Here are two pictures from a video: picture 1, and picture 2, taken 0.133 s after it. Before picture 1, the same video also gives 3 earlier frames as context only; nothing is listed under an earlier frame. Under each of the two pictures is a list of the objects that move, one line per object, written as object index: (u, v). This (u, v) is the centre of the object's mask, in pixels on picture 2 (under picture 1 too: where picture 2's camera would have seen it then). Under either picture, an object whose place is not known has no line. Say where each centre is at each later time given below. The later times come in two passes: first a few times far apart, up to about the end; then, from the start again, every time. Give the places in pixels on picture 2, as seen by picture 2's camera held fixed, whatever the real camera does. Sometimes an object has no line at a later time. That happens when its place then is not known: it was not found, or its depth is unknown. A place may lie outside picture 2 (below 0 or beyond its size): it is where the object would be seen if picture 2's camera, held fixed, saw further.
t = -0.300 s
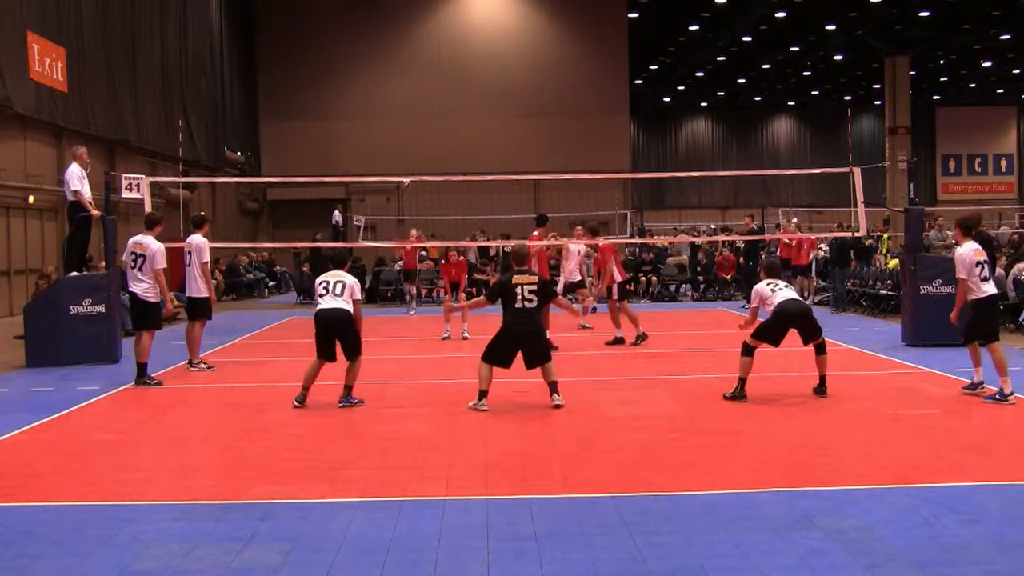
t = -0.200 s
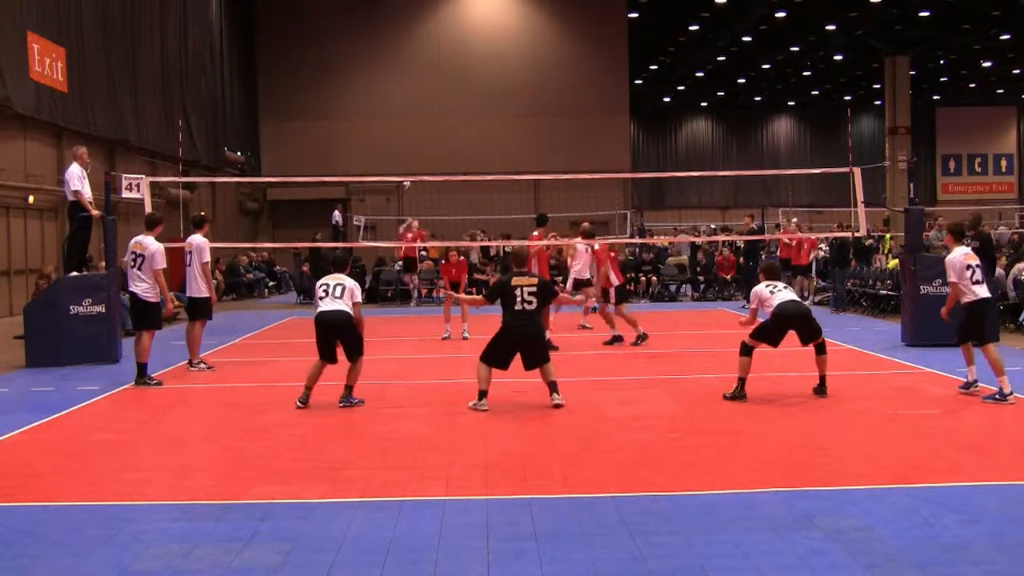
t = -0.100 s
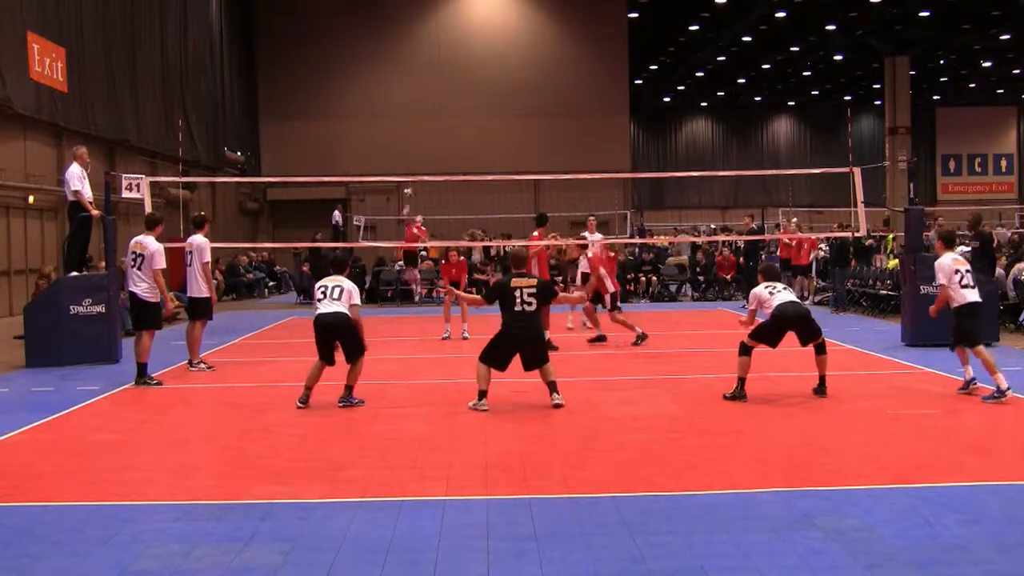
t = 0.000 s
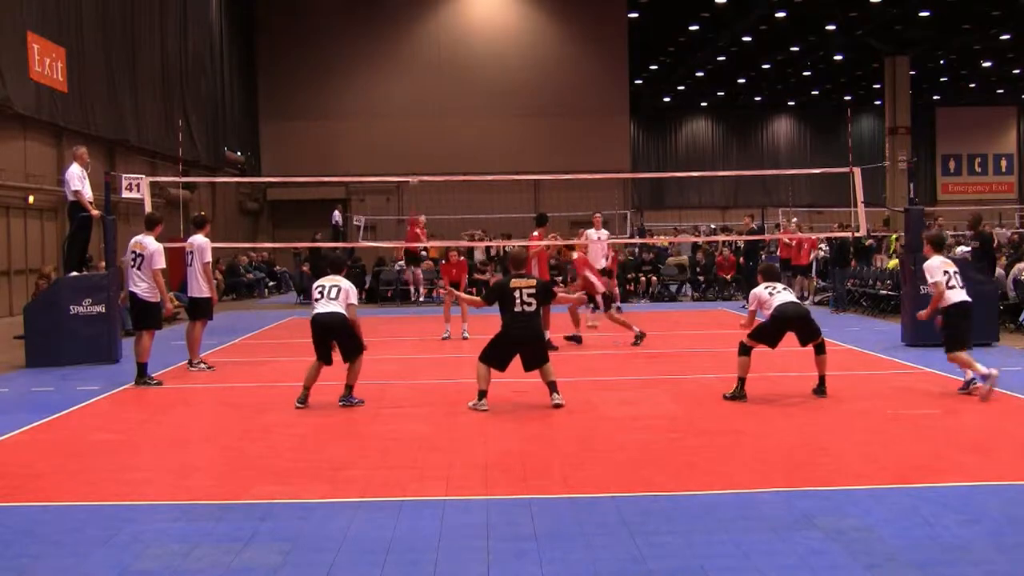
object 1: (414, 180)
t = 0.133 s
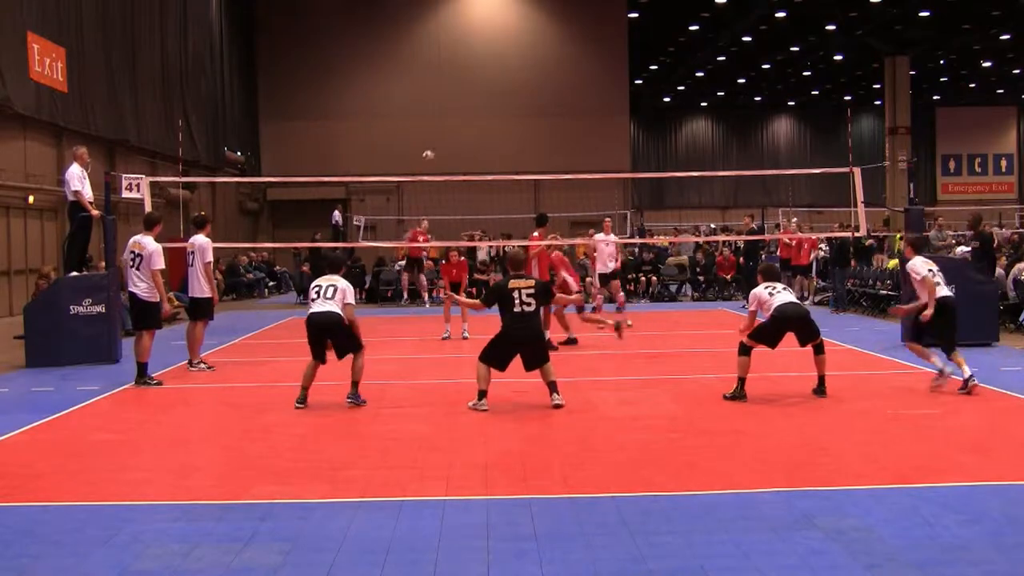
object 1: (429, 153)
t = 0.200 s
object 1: (437, 145)
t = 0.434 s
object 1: (476, 136)
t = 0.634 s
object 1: (520, 156)
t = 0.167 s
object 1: (432, 148)
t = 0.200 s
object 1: (437, 145)
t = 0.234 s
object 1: (441, 141)
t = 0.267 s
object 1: (446, 138)
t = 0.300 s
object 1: (451, 137)
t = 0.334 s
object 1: (457, 135)
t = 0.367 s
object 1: (461, 132)
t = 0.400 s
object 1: (469, 133)
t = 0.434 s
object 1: (476, 136)
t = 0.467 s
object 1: (484, 138)
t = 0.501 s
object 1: (490, 138)
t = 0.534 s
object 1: (497, 142)
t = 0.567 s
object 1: (505, 146)
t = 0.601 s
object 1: (512, 152)
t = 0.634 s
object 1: (520, 156)
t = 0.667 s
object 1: (527, 165)
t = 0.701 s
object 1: (536, 176)
